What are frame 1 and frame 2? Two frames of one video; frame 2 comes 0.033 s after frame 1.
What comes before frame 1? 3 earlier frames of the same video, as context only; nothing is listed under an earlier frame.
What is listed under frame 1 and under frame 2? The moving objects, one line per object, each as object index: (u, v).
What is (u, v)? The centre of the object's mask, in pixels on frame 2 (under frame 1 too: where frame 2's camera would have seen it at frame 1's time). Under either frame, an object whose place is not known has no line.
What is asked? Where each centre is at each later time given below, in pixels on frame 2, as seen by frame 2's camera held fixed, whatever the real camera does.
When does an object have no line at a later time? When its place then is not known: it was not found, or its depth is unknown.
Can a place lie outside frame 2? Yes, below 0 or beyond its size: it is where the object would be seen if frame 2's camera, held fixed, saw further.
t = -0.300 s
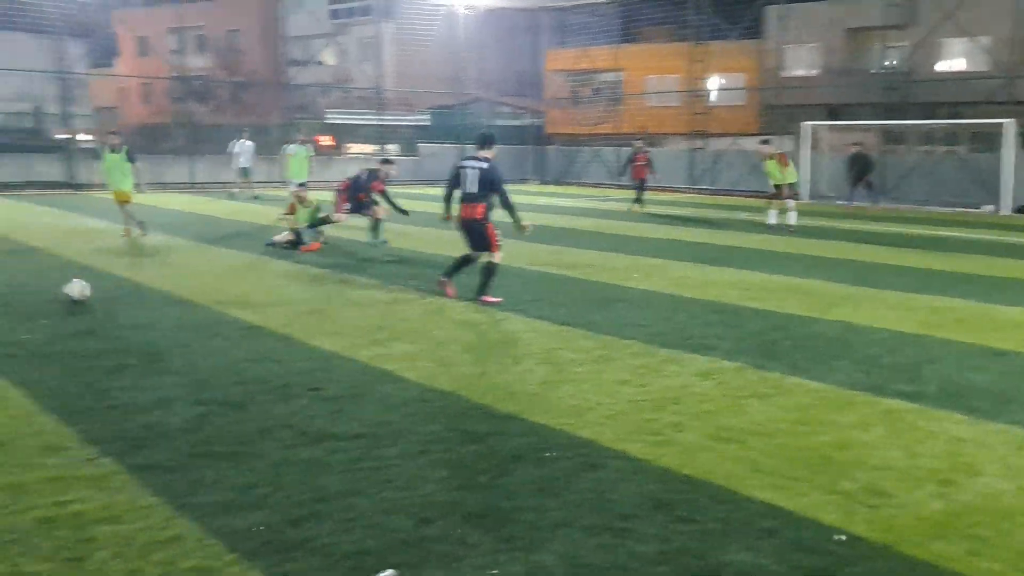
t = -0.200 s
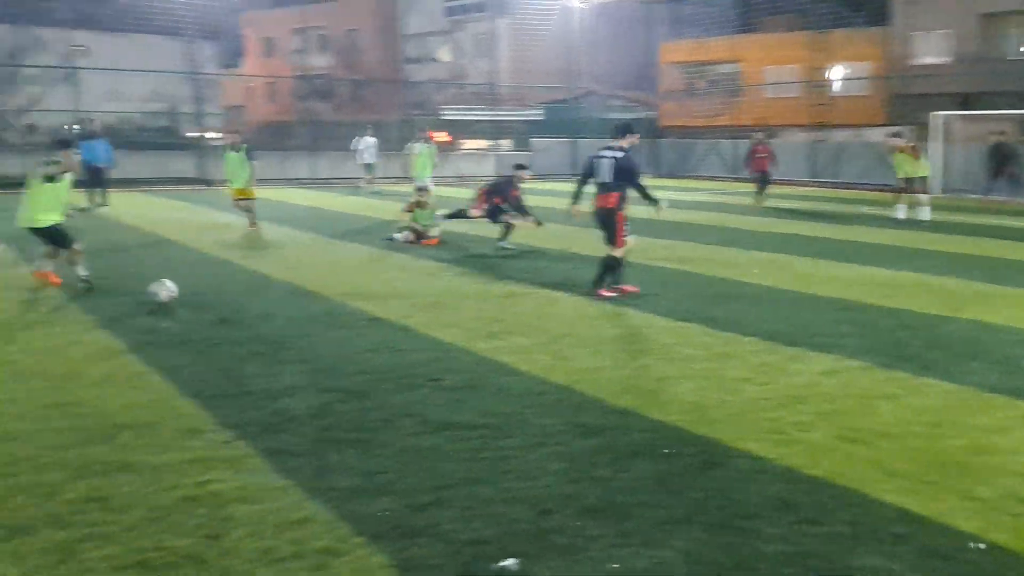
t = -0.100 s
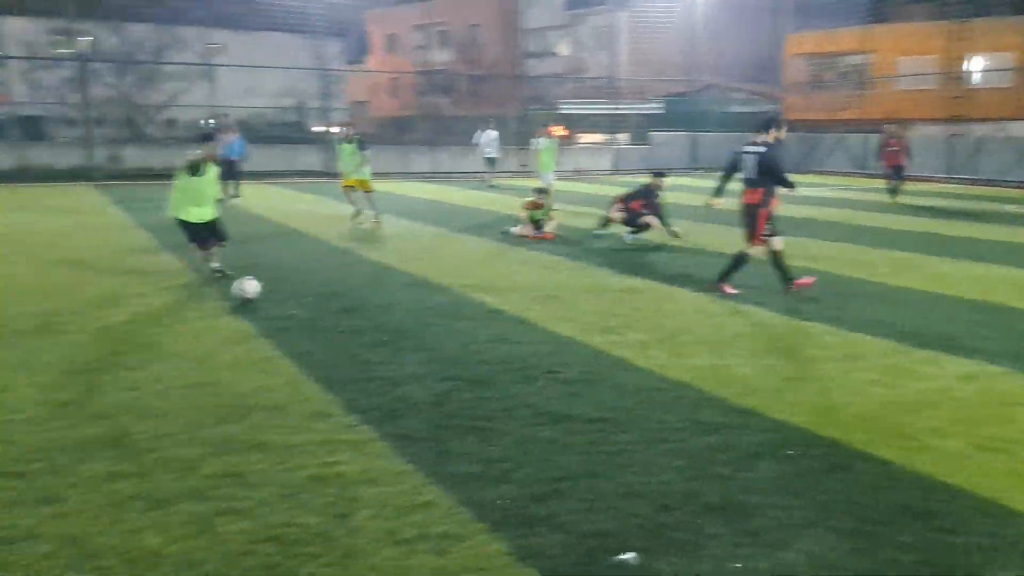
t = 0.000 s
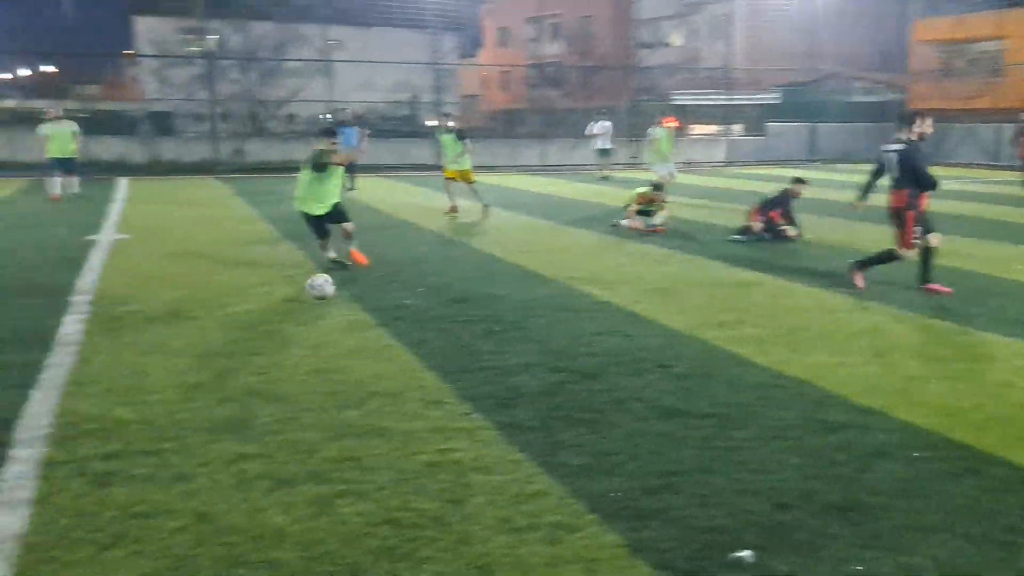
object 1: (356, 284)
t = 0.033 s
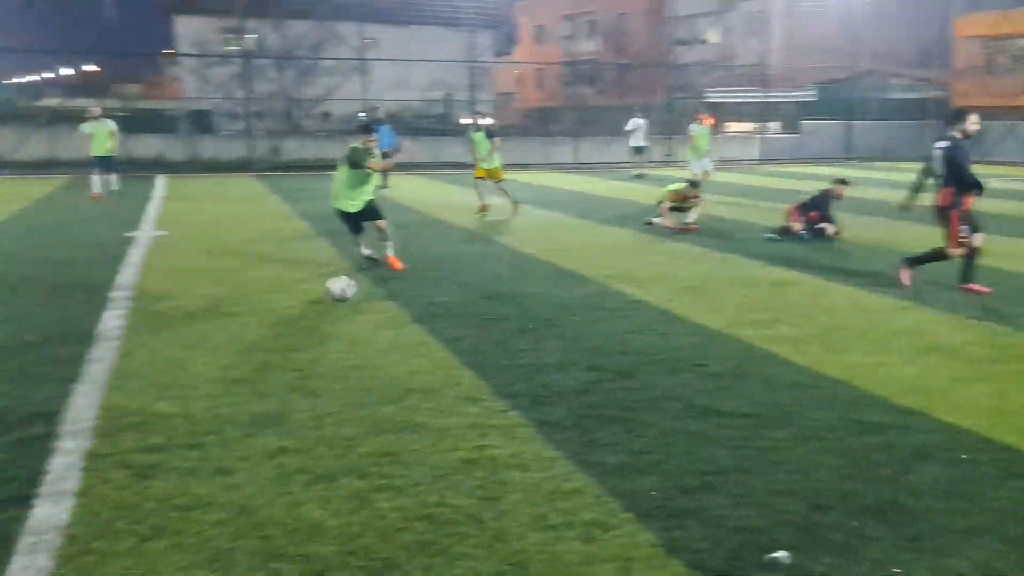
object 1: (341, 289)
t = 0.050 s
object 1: (333, 292)
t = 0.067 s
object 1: (326, 296)
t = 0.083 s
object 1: (318, 299)
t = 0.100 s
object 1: (312, 299)
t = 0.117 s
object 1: (306, 299)
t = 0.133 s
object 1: (299, 299)
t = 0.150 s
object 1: (292, 300)
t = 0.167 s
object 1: (286, 300)
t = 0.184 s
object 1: (279, 303)
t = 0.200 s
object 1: (272, 305)
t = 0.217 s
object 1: (265, 306)
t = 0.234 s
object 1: (258, 309)
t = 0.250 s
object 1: (251, 312)
